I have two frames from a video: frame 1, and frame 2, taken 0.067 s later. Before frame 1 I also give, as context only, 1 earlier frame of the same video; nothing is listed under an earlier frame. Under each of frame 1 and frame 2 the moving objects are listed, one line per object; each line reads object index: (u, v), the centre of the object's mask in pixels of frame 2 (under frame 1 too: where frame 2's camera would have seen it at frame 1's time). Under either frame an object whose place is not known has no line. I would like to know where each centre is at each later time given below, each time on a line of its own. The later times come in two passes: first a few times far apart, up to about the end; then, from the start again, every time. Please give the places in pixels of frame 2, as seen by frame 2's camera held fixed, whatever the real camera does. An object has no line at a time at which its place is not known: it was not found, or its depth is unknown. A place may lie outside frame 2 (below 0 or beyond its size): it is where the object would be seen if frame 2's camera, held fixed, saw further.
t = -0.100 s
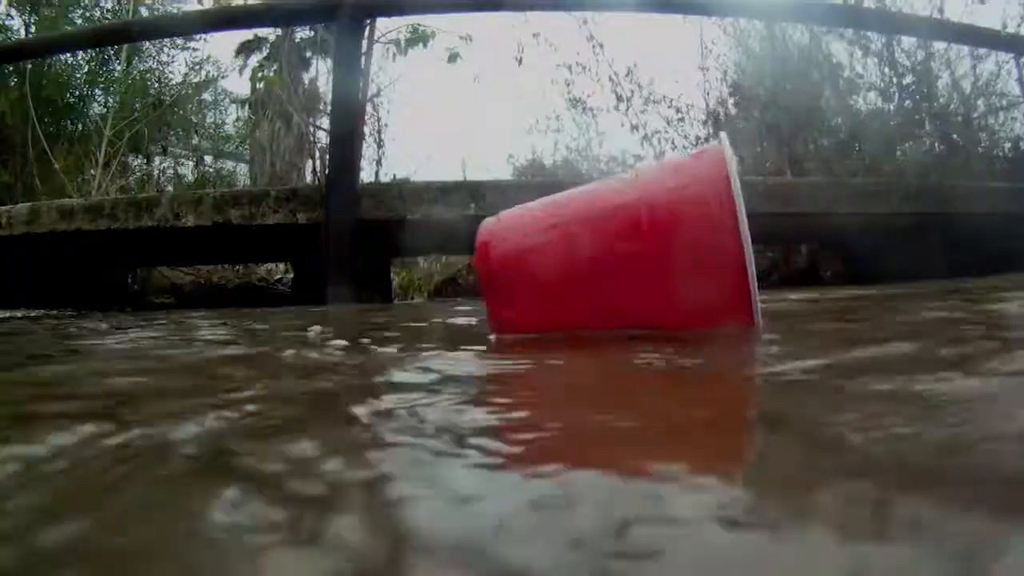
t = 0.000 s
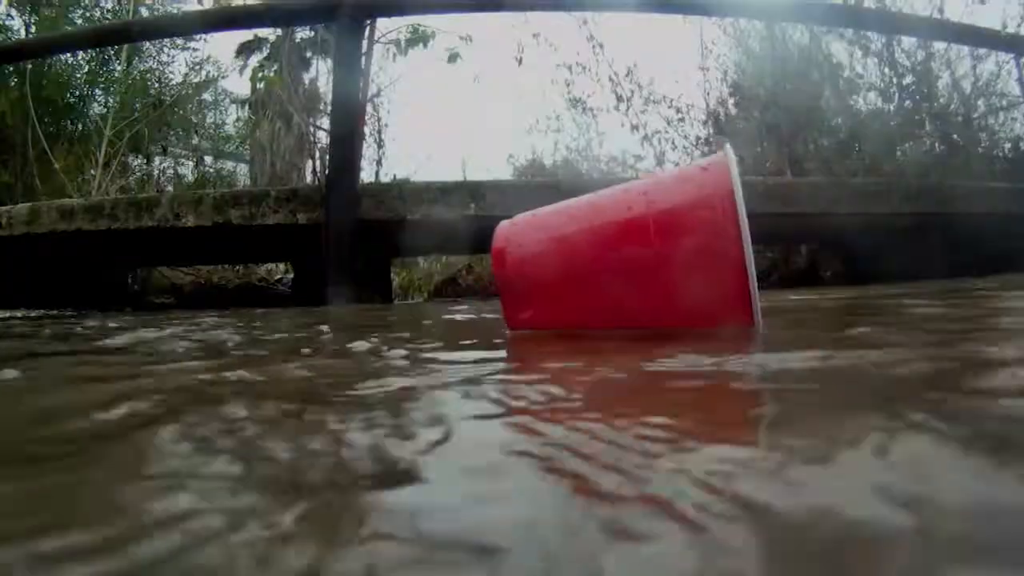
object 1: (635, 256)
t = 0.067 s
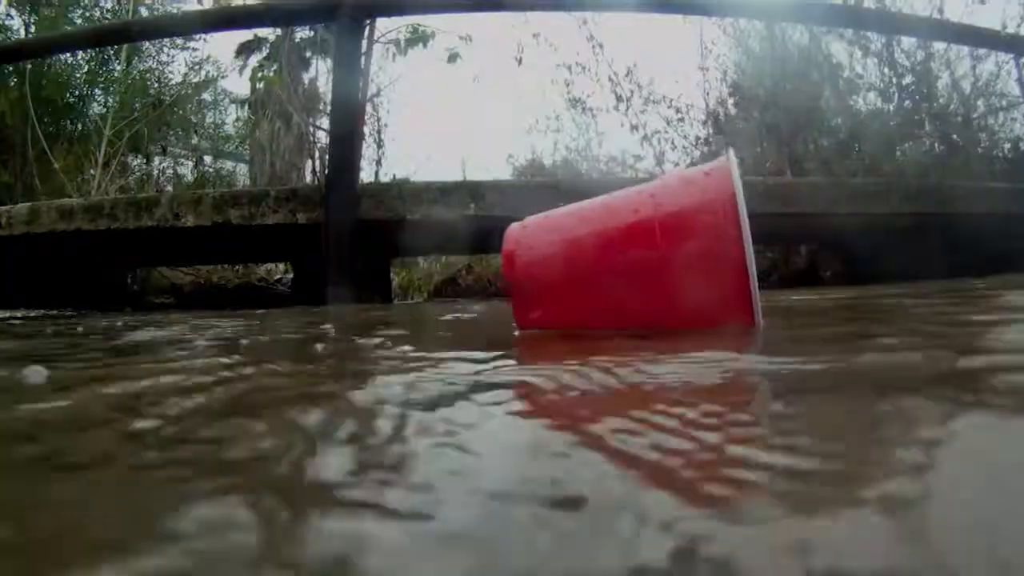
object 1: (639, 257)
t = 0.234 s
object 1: (655, 259)
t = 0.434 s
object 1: (673, 261)
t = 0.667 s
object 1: (708, 262)
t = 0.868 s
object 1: (726, 262)
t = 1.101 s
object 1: (734, 263)
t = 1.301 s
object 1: (731, 263)
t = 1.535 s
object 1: (728, 264)
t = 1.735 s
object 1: (722, 267)
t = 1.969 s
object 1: (726, 268)
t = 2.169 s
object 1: (727, 268)
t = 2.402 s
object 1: (721, 268)
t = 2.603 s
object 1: (715, 269)
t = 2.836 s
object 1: (705, 270)
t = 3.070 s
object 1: (696, 271)
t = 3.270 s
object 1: (686, 271)
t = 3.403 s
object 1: (679, 271)
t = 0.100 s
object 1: (642, 258)
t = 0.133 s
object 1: (646, 259)
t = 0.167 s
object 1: (649, 259)
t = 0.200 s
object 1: (652, 259)
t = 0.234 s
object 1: (655, 259)
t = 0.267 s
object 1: (659, 258)
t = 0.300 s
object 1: (661, 258)
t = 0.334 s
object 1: (664, 259)
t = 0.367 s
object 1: (666, 260)
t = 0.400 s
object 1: (669, 260)
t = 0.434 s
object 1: (673, 261)
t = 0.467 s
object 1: (678, 262)
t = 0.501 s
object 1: (683, 262)
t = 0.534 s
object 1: (687, 262)
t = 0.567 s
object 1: (692, 263)
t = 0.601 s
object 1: (696, 263)
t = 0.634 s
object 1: (703, 262)
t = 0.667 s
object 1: (708, 262)
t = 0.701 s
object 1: (711, 262)
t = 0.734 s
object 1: (713, 262)
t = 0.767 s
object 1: (717, 262)
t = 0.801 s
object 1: (720, 262)
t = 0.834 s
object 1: (723, 262)
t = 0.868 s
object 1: (726, 262)
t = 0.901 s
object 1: (729, 262)
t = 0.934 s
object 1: (731, 263)
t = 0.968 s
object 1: (732, 262)
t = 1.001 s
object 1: (734, 263)
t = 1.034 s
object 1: (734, 263)
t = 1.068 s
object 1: (734, 263)
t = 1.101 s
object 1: (734, 263)
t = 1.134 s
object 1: (734, 263)
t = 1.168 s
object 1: (734, 263)
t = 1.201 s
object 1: (733, 263)
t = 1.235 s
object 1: (732, 263)
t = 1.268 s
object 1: (732, 263)
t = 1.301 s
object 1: (731, 263)
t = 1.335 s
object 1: (730, 263)
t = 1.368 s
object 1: (729, 263)
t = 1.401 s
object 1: (729, 263)
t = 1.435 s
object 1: (729, 263)
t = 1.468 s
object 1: (728, 263)
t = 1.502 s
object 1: (728, 264)
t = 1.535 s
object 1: (728, 264)
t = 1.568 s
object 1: (727, 265)
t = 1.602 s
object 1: (726, 265)
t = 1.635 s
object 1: (725, 266)
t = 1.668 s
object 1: (724, 266)
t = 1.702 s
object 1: (723, 267)
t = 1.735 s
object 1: (722, 267)
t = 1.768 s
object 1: (722, 268)
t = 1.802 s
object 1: (721, 268)
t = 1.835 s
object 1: (722, 269)
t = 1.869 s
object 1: (721, 268)
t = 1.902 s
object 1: (721, 268)
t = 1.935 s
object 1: (724, 268)
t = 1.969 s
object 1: (726, 268)
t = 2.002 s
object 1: (728, 268)
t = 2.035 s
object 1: (728, 268)
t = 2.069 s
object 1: (728, 268)
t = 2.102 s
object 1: (727, 268)
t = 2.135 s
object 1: (728, 268)
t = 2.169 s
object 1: (727, 268)
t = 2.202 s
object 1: (727, 268)
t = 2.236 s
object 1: (725, 268)
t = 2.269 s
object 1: (724, 268)
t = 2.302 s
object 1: (723, 268)
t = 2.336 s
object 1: (723, 268)
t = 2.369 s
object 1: (721, 269)
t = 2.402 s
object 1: (721, 268)
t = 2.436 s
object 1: (720, 268)
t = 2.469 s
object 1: (719, 268)
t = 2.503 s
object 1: (718, 269)
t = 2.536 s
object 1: (717, 269)
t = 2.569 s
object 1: (715, 269)
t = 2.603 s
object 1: (715, 269)
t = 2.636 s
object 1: (713, 268)
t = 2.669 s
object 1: (712, 269)
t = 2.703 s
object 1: (710, 269)
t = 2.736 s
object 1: (708, 269)
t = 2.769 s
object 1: (706, 270)
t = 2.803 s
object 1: (706, 270)
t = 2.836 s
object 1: (705, 270)
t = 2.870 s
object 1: (704, 270)
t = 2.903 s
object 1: (702, 270)
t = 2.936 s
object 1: (702, 271)
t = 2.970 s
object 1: (699, 271)
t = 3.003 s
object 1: (697, 271)
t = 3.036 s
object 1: (696, 271)
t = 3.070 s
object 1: (696, 271)
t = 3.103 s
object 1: (693, 271)
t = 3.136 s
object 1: (692, 271)
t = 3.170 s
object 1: (690, 272)
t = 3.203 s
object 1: (689, 272)
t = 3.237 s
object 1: (688, 271)
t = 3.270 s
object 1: (686, 271)
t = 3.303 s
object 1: (684, 271)
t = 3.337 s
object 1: (683, 272)
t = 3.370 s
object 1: (681, 272)
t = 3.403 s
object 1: (679, 271)
